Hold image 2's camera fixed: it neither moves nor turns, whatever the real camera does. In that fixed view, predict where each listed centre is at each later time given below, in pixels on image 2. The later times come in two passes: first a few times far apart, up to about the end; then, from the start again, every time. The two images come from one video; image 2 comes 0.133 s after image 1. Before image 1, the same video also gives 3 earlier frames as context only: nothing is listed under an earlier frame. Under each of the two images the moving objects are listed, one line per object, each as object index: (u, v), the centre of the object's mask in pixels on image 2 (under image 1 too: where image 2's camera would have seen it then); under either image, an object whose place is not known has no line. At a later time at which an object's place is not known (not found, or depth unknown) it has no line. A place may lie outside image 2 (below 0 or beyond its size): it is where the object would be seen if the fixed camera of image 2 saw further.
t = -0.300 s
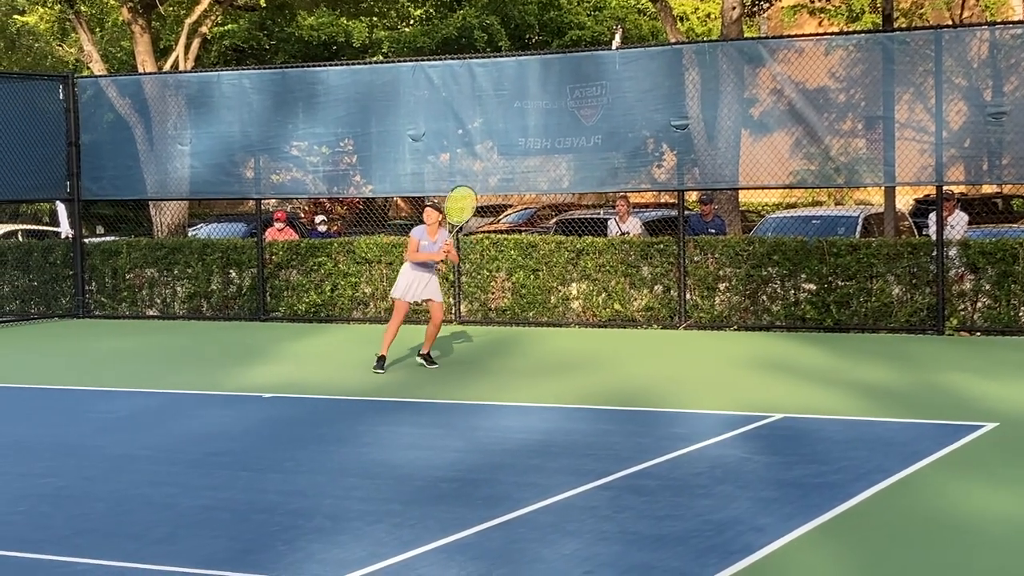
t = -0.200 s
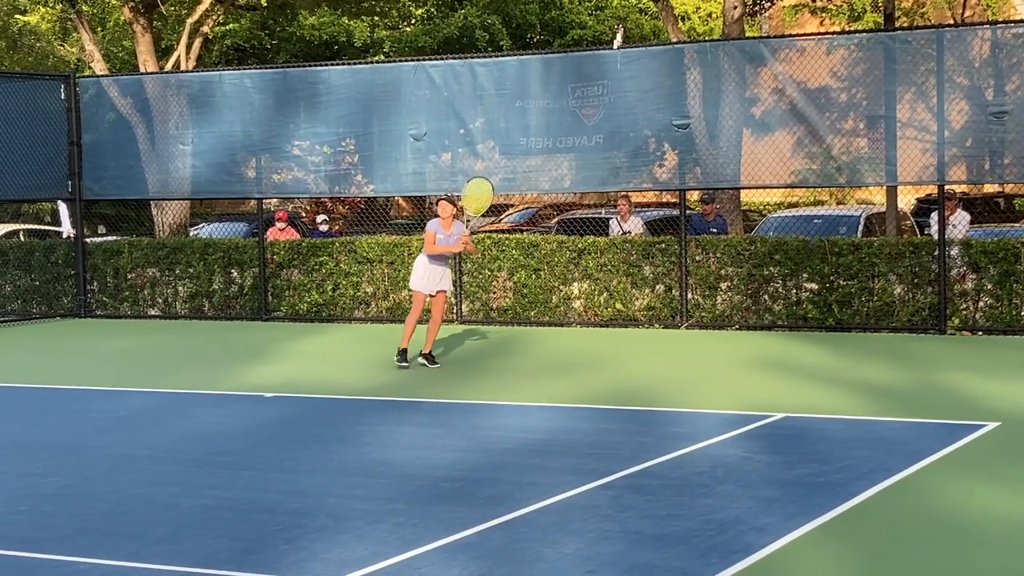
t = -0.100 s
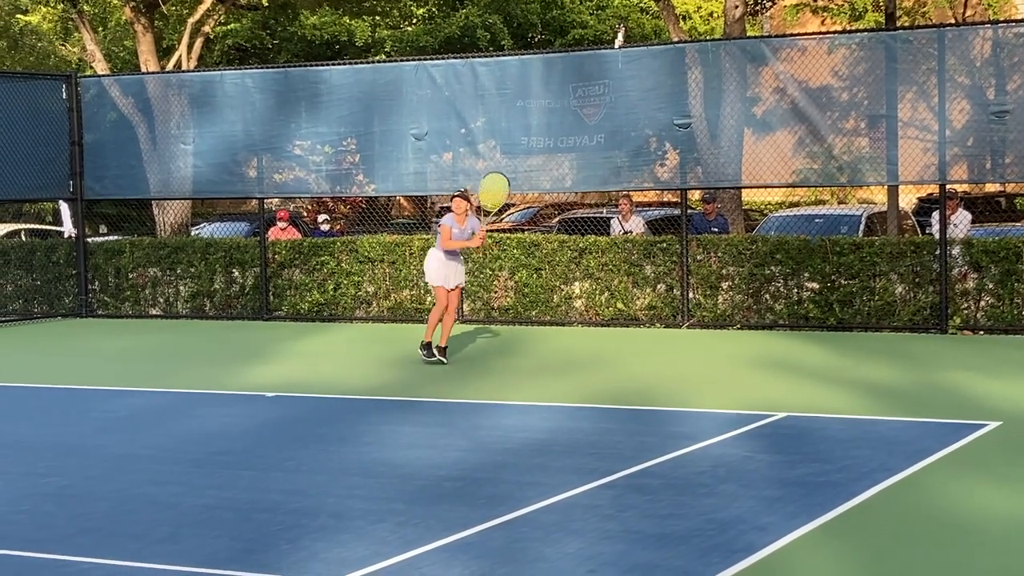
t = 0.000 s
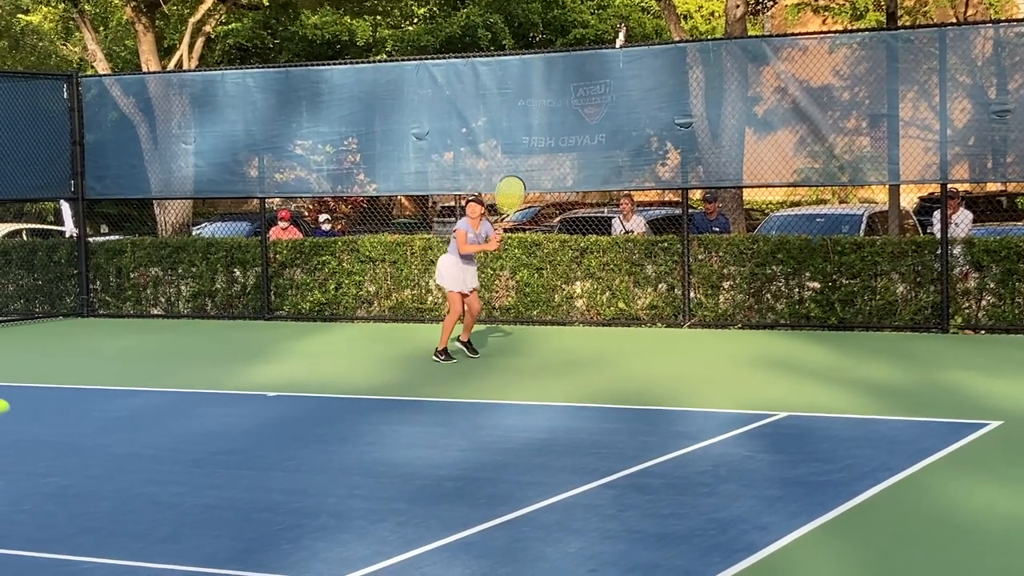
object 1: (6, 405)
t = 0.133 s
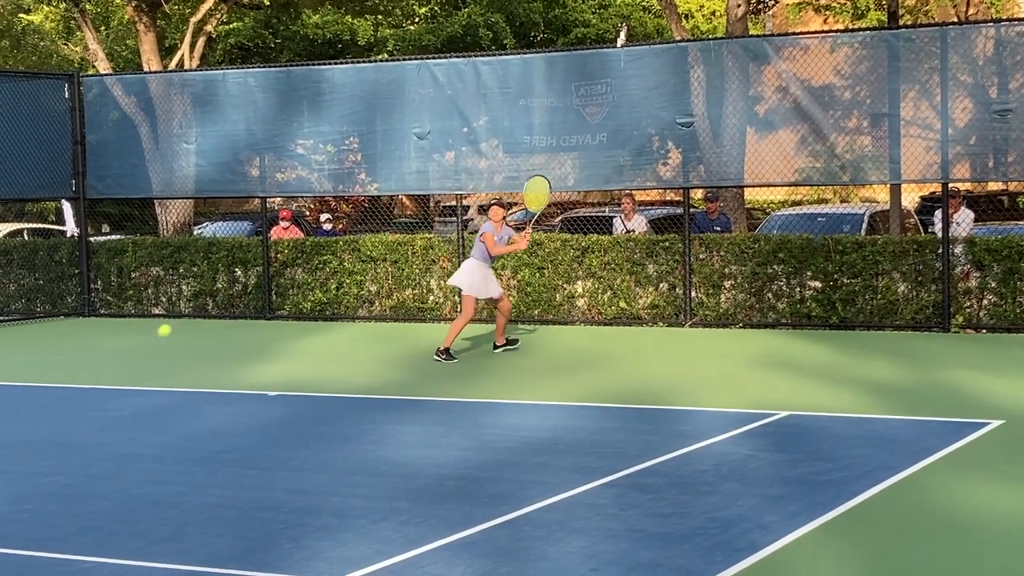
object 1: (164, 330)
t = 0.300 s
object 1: (313, 198)
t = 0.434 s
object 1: (414, 138)
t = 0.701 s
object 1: (577, 111)
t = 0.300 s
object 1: (313, 198)
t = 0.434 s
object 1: (414, 138)
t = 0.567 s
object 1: (500, 112)
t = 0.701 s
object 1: (577, 111)
